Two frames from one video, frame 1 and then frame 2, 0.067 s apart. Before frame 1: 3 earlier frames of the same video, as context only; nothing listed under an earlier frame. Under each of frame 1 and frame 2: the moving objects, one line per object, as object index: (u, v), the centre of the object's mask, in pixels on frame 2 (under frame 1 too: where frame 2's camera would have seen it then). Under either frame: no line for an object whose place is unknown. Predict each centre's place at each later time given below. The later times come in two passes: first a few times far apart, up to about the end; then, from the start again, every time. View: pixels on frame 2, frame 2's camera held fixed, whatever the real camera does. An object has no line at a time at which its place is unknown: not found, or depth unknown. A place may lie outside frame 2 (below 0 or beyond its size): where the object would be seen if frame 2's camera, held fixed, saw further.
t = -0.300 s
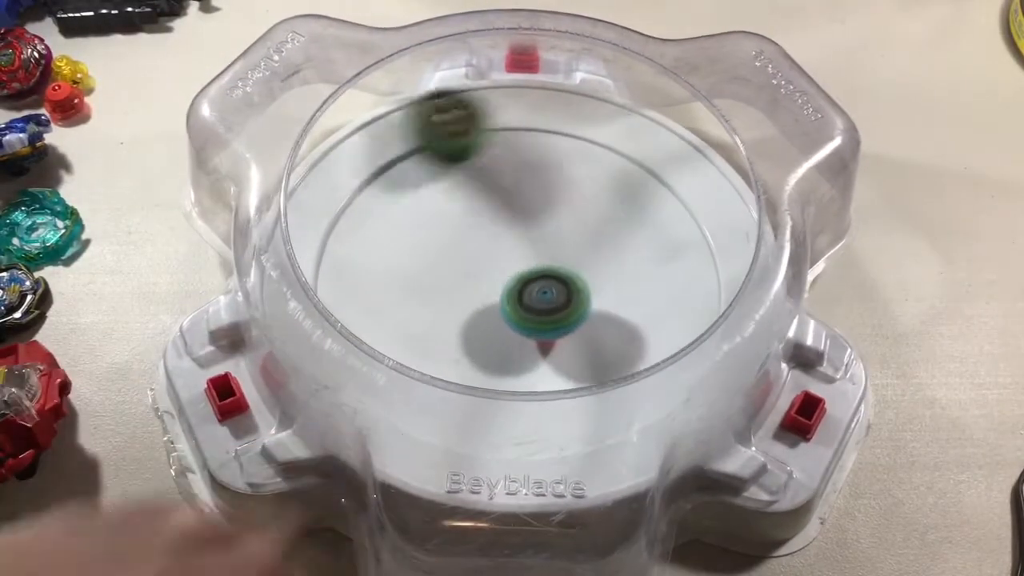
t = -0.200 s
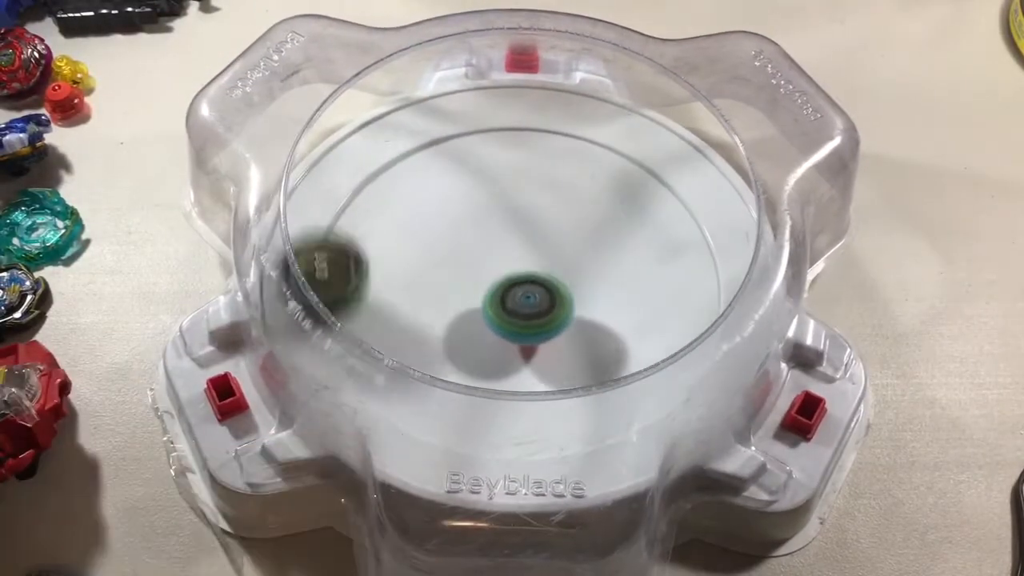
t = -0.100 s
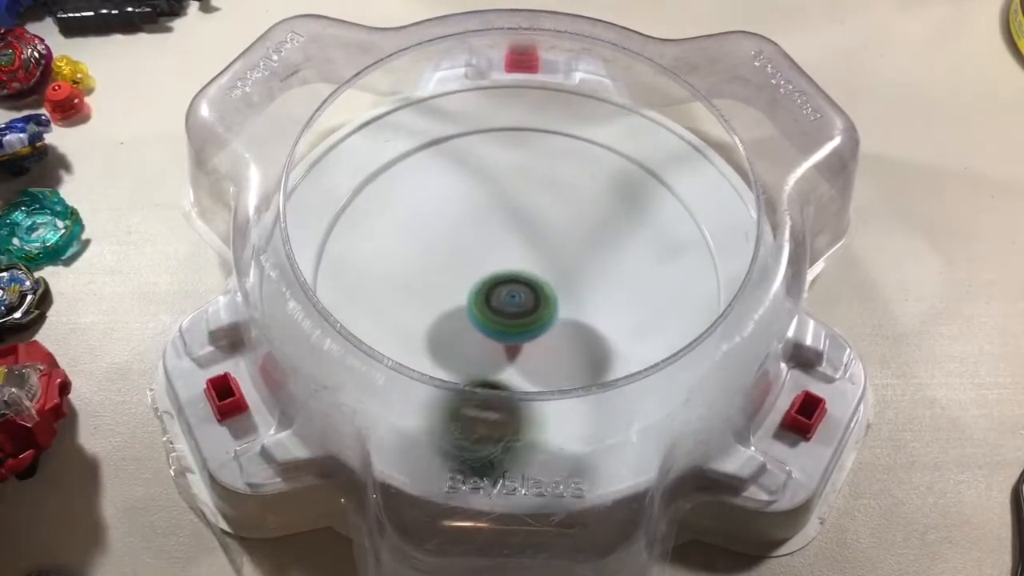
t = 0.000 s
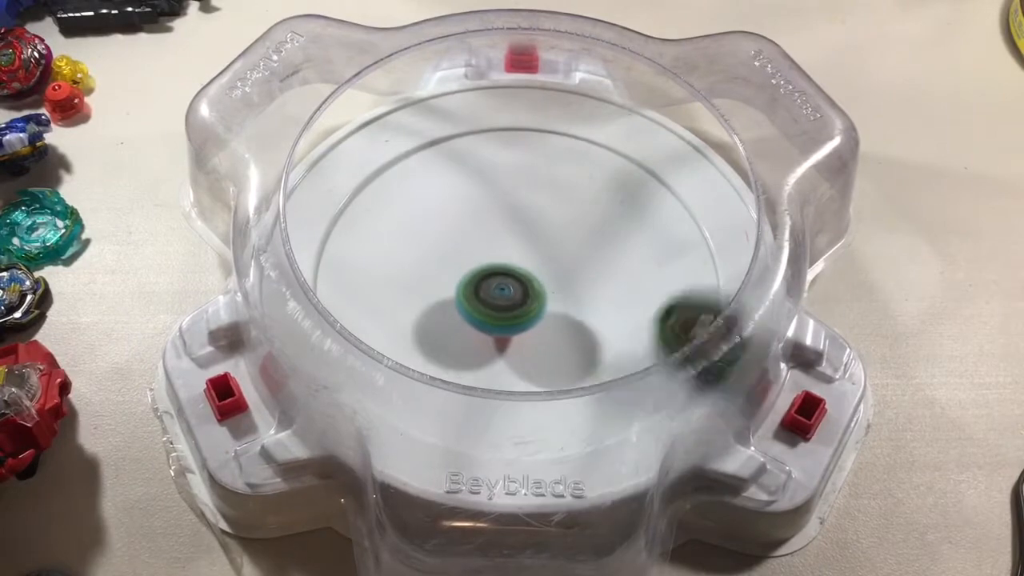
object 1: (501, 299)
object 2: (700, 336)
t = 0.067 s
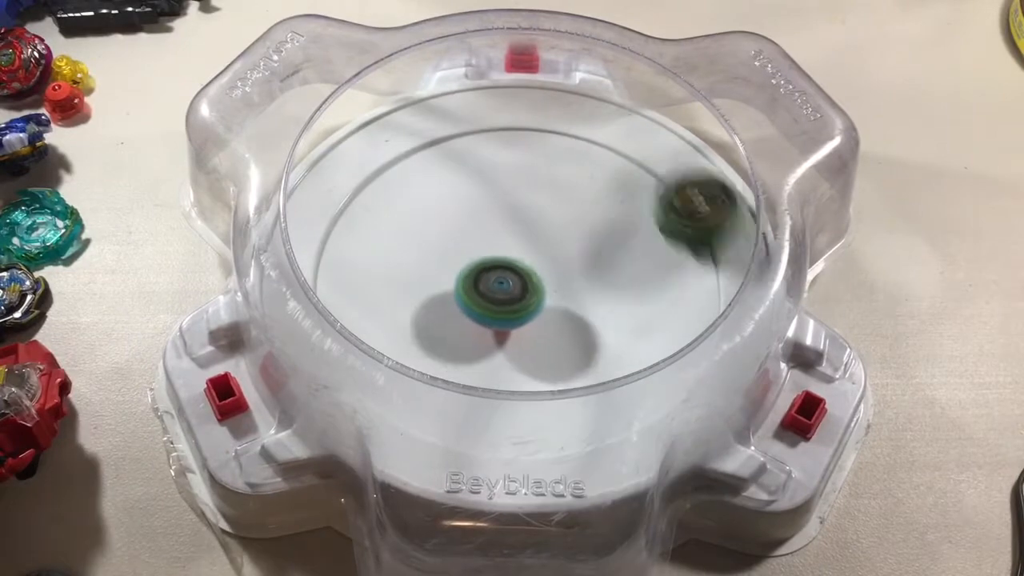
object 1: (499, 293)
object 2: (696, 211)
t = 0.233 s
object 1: (501, 264)
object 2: (372, 167)
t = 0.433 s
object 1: (511, 237)
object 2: (521, 425)
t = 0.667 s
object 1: (539, 241)
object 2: (575, 121)
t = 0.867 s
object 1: (558, 263)
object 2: (347, 306)
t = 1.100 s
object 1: (564, 293)
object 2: (697, 286)
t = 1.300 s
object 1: (533, 297)
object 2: (429, 135)
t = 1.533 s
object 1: (505, 295)
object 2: (497, 386)
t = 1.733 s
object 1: (510, 265)
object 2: (648, 212)
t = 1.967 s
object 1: (526, 235)
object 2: (420, 224)
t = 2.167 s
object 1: (538, 248)
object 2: (581, 348)
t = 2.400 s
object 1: (519, 273)
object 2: (614, 184)
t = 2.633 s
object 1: (527, 322)
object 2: (448, 231)
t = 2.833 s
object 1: (571, 323)
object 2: (483, 278)
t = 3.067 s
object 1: (568, 276)
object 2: (503, 217)
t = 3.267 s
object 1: (542, 278)
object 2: (489, 201)
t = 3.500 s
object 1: (530, 306)
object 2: (533, 195)
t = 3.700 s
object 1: (526, 307)
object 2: (559, 236)
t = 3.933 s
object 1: (509, 299)
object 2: (595, 258)
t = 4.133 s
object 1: (489, 256)
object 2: (619, 288)
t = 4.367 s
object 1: (535, 235)
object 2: (535, 332)
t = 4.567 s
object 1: (560, 265)
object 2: (491, 321)
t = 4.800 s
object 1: (554, 298)
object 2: (463, 272)
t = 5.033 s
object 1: (531, 295)
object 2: (500, 195)
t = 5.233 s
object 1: (515, 262)
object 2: (528, 173)
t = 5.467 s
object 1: (520, 272)
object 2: (570, 200)
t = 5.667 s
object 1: (491, 310)
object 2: (582, 282)
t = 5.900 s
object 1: (487, 288)
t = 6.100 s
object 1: (546, 265)
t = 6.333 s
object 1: (572, 288)
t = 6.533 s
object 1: (526, 297)
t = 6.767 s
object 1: (515, 264)
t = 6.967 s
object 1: (511, 287)
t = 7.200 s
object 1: (498, 286)
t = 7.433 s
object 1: (522, 255)
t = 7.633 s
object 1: (547, 284)
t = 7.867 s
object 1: (511, 286)
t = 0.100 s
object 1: (500, 289)
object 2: (648, 157)
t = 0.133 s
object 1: (501, 283)
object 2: (579, 123)
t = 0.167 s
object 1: (502, 277)
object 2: (500, 115)
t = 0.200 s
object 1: (501, 271)
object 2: (425, 131)
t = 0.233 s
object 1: (501, 264)
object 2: (372, 167)
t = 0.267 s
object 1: (501, 258)
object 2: (342, 213)
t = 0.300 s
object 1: (502, 252)
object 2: (337, 266)
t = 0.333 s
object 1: (503, 246)
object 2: (343, 327)
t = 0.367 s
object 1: (505, 242)
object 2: (381, 382)
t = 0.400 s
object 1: (508, 239)
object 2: (444, 416)
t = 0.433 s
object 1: (511, 237)
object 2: (521, 425)
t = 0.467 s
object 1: (514, 236)
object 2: (601, 415)
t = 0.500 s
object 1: (517, 235)
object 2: (669, 376)
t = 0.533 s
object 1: (521, 235)
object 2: (707, 318)
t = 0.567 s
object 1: (525, 236)
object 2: (712, 257)
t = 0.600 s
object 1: (529, 237)
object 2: (686, 193)
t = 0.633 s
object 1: (534, 239)
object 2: (634, 147)
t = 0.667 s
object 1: (539, 241)
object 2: (575, 121)
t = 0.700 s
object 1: (543, 244)
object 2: (501, 114)
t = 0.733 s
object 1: (547, 247)
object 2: (429, 130)
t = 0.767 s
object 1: (549, 251)
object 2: (374, 166)
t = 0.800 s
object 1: (553, 254)
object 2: (342, 210)
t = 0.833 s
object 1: (555, 259)
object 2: (336, 257)
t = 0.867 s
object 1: (558, 263)
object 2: (347, 306)
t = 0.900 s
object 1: (560, 269)
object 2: (376, 353)
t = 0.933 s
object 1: (562, 275)
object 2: (426, 387)
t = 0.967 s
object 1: (563, 281)
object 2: (491, 407)
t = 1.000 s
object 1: (565, 286)
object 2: (564, 407)
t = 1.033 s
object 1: (566, 290)
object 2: (635, 383)
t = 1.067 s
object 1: (565, 292)
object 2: (682, 342)
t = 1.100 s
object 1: (564, 293)
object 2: (697, 286)
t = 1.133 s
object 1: (561, 293)
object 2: (695, 234)
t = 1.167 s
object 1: (556, 292)
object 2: (665, 181)
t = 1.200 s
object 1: (552, 292)
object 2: (614, 143)
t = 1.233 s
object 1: (547, 293)
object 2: (557, 119)
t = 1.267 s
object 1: (540, 294)
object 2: (491, 119)
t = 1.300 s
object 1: (533, 297)
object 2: (429, 135)
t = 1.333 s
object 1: (524, 298)
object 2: (382, 171)
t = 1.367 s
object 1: (517, 299)
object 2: (358, 213)
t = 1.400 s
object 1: (511, 300)
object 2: (355, 256)
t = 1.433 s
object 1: (506, 300)
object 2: (371, 294)
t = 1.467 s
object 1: (504, 299)
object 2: (399, 333)
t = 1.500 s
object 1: (504, 297)
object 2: (440, 368)
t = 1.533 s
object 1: (505, 295)
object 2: (497, 386)
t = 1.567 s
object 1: (506, 291)
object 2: (552, 384)
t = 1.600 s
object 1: (506, 287)
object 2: (604, 370)
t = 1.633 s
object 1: (507, 283)
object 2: (647, 339)
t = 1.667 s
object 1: (508, 277)
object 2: (675, 297)
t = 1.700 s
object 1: (508, 271)
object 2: (676, 252)
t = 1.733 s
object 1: (510, 265)
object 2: (648, 212)
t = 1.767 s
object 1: (512, 259)
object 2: (613, 181)
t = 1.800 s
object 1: (514, 254)
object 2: (570, 165)
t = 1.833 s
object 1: (517, 248)
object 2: (523, 159)
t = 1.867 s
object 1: (519, 243)
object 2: (481, 166)
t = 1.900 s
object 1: (522, 238)
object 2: (451, 181)
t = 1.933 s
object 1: (525, 235)
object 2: (431, 202)
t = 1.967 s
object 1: (526, 235)
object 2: (420, 224)
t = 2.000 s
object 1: (527, 235)
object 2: (421, 250)
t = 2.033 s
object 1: (529, 237)
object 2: (427, 283)
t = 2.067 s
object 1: (530, 239)
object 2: (447, 316)
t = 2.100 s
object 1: (533, 241)
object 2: (485, 343)
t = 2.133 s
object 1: (535, 244)
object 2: (534, 355)
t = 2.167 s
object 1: (538, 248)
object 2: (581, 348)
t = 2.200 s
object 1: (541, 253)
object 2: (613, 333)
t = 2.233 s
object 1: (544, 258)
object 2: (628, 304)
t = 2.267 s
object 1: (538, 259)
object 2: (644, 273)
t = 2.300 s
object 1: (526, 257)
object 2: (655, 245)
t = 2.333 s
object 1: (522, 261)
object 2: (651, 219)
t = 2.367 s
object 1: (520, 267)
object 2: (636, 197)
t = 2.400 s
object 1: (519, 273)
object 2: (614, 184)
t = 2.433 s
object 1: (518, 279)
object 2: (586, 178)
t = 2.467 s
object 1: (518, 283)
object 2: (556, 181)
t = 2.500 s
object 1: (518, 287)
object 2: (529, 190)
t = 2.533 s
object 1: (518, 290)
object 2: (503, 204)
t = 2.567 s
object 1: (519, 291)
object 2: (481, 222)
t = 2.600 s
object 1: (523, 313)
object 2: (461, 221)
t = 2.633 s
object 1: (527, 322)
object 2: (448, 231)
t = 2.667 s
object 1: (530, 324)
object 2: (442, 253)
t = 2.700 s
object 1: (533, 325)
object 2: (446, 276)
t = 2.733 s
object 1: (545, 329)
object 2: (451, 287)
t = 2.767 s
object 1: (558, 331)
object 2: (458, 287)
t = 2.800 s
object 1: (566, 328)
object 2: (469, 284)
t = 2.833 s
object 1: (571, 323)
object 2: (483, 278)
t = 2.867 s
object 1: (574, 318)
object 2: (495, 272)
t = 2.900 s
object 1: (578, 312)
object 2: (501, 261)
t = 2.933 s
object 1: (579, 305)
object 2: (504, 251)
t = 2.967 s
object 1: (579, 297)
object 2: (507, 242)
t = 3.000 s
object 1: (576, 289)
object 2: (508, 234)
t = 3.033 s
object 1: (573, 281)
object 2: (508, 226)
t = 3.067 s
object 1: (568, 276)
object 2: (503, 217)
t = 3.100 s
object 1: (563, 272)
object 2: (500, 214)
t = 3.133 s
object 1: (559, 270)
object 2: (497, 210)
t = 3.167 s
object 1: (553, 269)
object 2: (493, 207)
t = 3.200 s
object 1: (548, 268)
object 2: (491, 206)
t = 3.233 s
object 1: (544, 275)
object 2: (488, 201)
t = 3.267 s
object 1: (542, 278)
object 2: (489, 201)
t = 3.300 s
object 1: (541, 281)
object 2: (493, 202)
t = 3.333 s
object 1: (539, 284)
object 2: (500, 205)
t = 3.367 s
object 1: (538, 286)
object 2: (508, 207)
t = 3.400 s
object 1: (537, 288)
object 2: (516, 210)
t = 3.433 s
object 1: (536, 290)
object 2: (524, 211)
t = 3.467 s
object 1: (531, 302)
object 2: (531, 199)
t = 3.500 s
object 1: (530, 306)
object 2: (533, 195)
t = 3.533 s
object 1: (530, 310)
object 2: (534, 195)
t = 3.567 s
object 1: (530, 312)
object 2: (536, 200)
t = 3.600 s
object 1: (530, 313)
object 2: (539, 207)
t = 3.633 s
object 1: (530, 312)
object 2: (544, 216)
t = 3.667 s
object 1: (529, 310)
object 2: (550, 226)
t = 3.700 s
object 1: (526, 307)
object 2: (559, 236)
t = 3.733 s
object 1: (514, 313)
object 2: (578, 230)
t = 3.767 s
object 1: (510, 314)
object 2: (588, 226)
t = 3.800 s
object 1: (508, 314)
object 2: (593, 227)
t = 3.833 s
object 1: (507, 313)
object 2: (595, 232)
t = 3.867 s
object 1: (507, 310)
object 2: (595, 240)
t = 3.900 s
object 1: (508, 305)
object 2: (595, 248)
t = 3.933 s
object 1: (509, 299)
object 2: (595, 258)
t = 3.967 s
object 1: (502, 291)
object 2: (603, 267)
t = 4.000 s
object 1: (493, 283)
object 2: (617, 270)
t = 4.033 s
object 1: (489, 276)
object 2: (623, 273)
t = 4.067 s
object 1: (487, 269)
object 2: (625, 278)
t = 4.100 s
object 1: (487, 262)
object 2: (623, 283)
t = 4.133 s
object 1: (489, 256)
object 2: (619, 288)
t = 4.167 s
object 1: (493, 250)
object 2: (611, 294)
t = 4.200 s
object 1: (498, 245)
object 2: (599, 301)
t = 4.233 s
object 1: (505, 241)
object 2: (586, 309)
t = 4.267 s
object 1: (513, 238)
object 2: (573, 317)
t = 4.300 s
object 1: (520, 236)
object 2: (559, 323)
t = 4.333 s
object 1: (528, 235)
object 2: (546, 329)
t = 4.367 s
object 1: (535, 235)
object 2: (535, 332)
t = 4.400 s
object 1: (542, 236)
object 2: (525, 333)
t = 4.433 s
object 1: (547, 239)
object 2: (516, 332)
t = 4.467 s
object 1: (552, 244)
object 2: (508, 330)
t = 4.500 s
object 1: (556, 250)
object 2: (502, 328)
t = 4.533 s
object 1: (559, 257)
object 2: (496, 325)
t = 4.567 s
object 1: (560, 265)
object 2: (491, 321)
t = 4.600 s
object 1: (561, 273)
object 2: (484, 315)
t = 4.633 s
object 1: (564, 279)
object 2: (474, 311)
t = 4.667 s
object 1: (565, 284)
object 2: (467, 306)
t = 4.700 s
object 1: (565, 289)
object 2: (463, 299)
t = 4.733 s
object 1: (563, 292)
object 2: (460, 291)
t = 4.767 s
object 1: (559, 296)
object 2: (460, 282)
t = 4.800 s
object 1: (554, 298)
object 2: (463, 272)
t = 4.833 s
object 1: (555, 302)
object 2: (463, 258)
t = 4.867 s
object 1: (552, 304)
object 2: (464, 244)
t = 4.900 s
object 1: (550, 305)
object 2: (467, 233)
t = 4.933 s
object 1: (546, 304)
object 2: (476, 224)
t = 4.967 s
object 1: (541, 302)
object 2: (486, 216)
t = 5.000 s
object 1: (536, 299)
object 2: (495, 206)
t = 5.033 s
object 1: (531, 295)
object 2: (500, 195)
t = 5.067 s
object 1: (525, 291)
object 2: (505, 187)
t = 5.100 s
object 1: (520, 285)
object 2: (509, 180)
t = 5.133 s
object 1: (517, 280)
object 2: (514, 175)
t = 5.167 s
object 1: (516, 274)
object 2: (519, 173)
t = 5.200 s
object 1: (515, 268)
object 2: (524, 172)
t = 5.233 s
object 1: (515, 262)
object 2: (528, 173)
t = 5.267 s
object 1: (517, 257)
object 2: (534, 178)
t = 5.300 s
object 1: (517, 256)
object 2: (541, 179)
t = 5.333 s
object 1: (518, 256)
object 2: (547, 179)
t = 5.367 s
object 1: (520, 257)
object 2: (552, 184)
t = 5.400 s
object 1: (519, 263)
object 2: (560, 188)
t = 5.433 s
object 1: (520, 267)
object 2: (567, 191)
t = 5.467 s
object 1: (520, 272)
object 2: (570, 200)
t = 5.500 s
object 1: (520, 279)
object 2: (570, 214)
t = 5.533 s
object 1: (509, 289)
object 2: (577, 224)
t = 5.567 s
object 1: (506, 296)
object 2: (582, 237)
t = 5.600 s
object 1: (503, 301)
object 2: (581, 253)
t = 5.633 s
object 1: (496, 307)
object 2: (581, 268)
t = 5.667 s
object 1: (491, 310)
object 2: (582, 282)
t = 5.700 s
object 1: (487, 312)
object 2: (579, 294)
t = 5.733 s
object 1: (482, 311)
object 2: (578, 305)
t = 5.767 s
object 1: (479, 309)
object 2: (576, 316)
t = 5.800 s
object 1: (477, 306)
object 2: (574, 326)
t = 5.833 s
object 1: (478, 301)
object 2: (571, 334)
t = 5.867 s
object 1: (481, 294)
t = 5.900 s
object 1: (487, 288)
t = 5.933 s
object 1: (493, 283)
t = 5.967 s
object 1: (501, 278)
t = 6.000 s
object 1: (511, 274)
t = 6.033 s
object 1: (522, 271)
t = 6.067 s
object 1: (534, 269)
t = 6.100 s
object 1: (546, 265)
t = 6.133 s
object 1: (557, 264)
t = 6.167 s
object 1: (565, 266)
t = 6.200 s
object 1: (571, 269)
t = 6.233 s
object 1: (573, 274)
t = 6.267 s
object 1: (575, 278)
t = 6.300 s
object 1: (574, 283)
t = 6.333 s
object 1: (572, 288)
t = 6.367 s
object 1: (566, 292)
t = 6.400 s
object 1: (559, 295)
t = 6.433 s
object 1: (550, 296)
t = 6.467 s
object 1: (541, 296)
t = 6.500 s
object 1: (534, 299)
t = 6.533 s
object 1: (526, 297)
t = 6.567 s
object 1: (520, 294)
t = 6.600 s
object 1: (516, 290)
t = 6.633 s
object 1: (513, 284)
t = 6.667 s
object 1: (512, 278)
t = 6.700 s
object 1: (512, 271)
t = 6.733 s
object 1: (515, 266)
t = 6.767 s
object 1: (515, 264)
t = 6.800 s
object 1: (521, 262)
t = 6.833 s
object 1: (517, 267)
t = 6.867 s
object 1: (512, 273)
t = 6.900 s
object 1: (513, 278)
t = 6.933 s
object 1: (512, 282)
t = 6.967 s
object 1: (511, 287)
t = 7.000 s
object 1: (510, 290)
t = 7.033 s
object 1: (509, 292)
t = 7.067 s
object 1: (510, 293)
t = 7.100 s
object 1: (510, 294)
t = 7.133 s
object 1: (501, 291)
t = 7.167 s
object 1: (499, 289)
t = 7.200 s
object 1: (498, 286)
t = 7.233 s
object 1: (496, 280)
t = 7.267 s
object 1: (496, 275)
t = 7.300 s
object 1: (497, 268)
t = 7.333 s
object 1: (502, 262)
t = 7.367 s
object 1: (507, 259)
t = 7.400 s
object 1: (514, 256)
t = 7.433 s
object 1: (522, 255)
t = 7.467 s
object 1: (531, 257)
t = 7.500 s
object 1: (537, 259)
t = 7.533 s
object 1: (542, 265)
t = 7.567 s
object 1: (546, 271)
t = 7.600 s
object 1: (548, 277)
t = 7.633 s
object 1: (547, 284)
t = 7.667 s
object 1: (543, 290)
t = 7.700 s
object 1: (538, 294)
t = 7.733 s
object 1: (532, 296)
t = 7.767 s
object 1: (524, 296)
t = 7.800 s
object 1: (518, 295)
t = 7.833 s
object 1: (513, 291)
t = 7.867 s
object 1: (511, 286)
